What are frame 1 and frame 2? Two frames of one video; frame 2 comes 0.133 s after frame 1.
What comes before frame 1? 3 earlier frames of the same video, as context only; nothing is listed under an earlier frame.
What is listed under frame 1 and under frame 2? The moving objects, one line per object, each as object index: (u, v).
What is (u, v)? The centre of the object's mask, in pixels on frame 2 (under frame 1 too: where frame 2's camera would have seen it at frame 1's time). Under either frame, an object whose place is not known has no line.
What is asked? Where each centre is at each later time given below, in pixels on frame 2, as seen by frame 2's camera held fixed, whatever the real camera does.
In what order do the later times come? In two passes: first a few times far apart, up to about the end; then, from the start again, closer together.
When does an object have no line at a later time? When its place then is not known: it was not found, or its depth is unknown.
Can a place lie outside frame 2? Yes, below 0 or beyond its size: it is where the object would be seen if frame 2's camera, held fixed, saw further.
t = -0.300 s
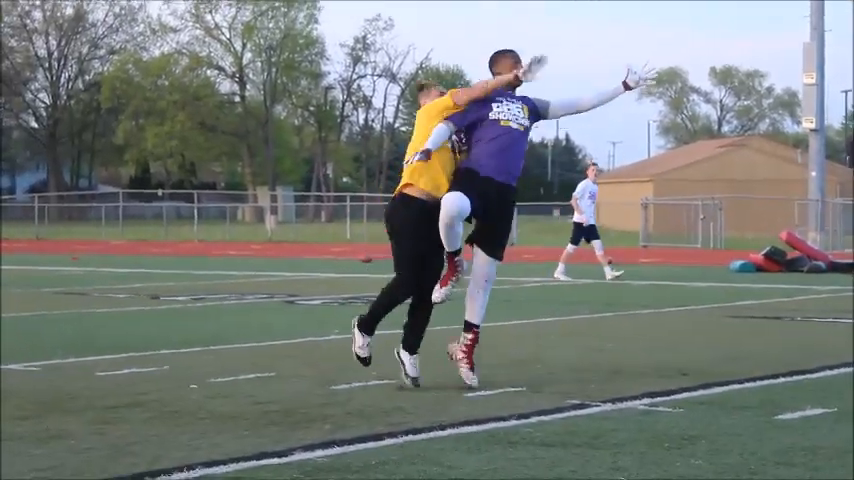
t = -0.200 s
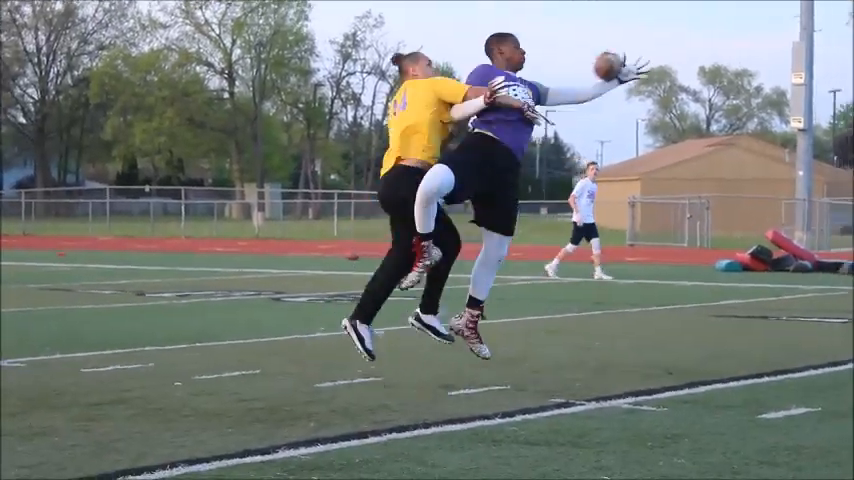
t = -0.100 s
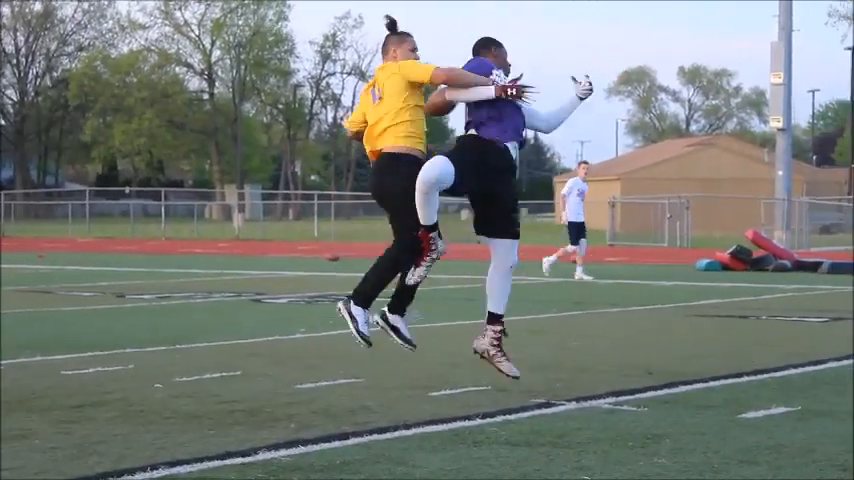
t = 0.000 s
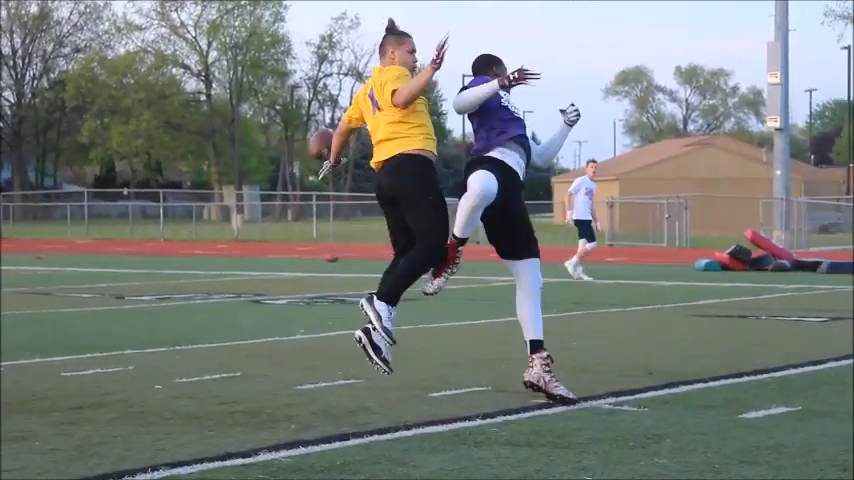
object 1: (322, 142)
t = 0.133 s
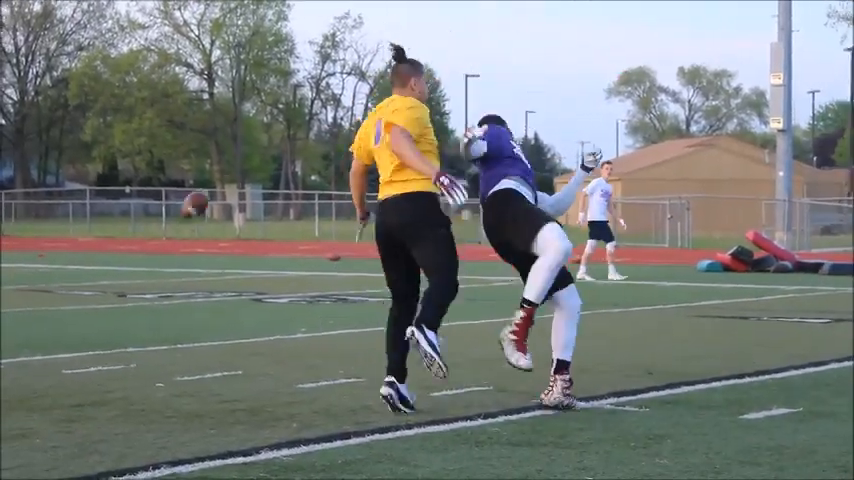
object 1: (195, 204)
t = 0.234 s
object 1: (114, 254)
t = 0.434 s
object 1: (5, 290)
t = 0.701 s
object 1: (-78, 242)
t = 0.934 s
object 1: (-142, 265)
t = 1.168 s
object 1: (-202, 284)
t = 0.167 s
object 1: (167, 220)
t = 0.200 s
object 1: (140, 237)
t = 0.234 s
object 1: (114, 254)
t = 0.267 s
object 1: (91, 272)
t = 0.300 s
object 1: (68, 290)
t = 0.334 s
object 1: (47, 307)
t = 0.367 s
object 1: (28, 317)
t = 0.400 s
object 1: (17, 302)
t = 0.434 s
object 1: (5, 290)
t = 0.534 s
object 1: (-28, 261)
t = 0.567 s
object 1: (-36, 254)
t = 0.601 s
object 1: (-47, 249)
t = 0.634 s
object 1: (-60, 246)
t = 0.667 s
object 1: (-67, 243)
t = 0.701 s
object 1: (-78, 242)
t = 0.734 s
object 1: (-87, 242)
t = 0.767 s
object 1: (-97, 242)
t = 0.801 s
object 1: (-105, 245)
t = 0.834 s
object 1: (-117, 249)
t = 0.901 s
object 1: (-133, 258)
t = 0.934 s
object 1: (-142, 265)
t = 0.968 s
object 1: (-151, 272)
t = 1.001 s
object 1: (-158, 281)
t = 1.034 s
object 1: (-169, 289)
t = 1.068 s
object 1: (-177, 299)
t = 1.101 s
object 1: (-184, 294)
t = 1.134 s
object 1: (-193, 289)
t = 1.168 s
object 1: (-202, 284)
